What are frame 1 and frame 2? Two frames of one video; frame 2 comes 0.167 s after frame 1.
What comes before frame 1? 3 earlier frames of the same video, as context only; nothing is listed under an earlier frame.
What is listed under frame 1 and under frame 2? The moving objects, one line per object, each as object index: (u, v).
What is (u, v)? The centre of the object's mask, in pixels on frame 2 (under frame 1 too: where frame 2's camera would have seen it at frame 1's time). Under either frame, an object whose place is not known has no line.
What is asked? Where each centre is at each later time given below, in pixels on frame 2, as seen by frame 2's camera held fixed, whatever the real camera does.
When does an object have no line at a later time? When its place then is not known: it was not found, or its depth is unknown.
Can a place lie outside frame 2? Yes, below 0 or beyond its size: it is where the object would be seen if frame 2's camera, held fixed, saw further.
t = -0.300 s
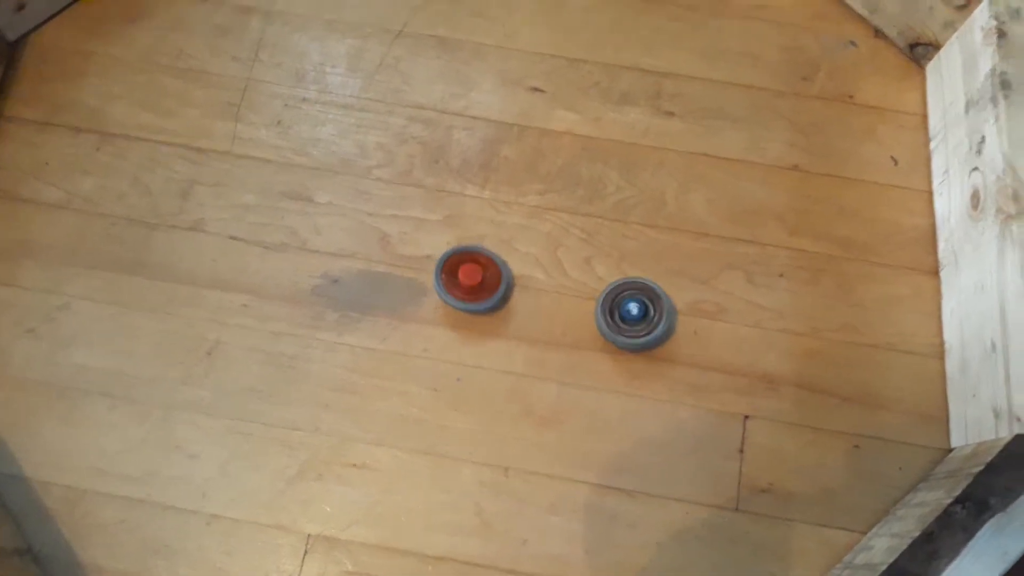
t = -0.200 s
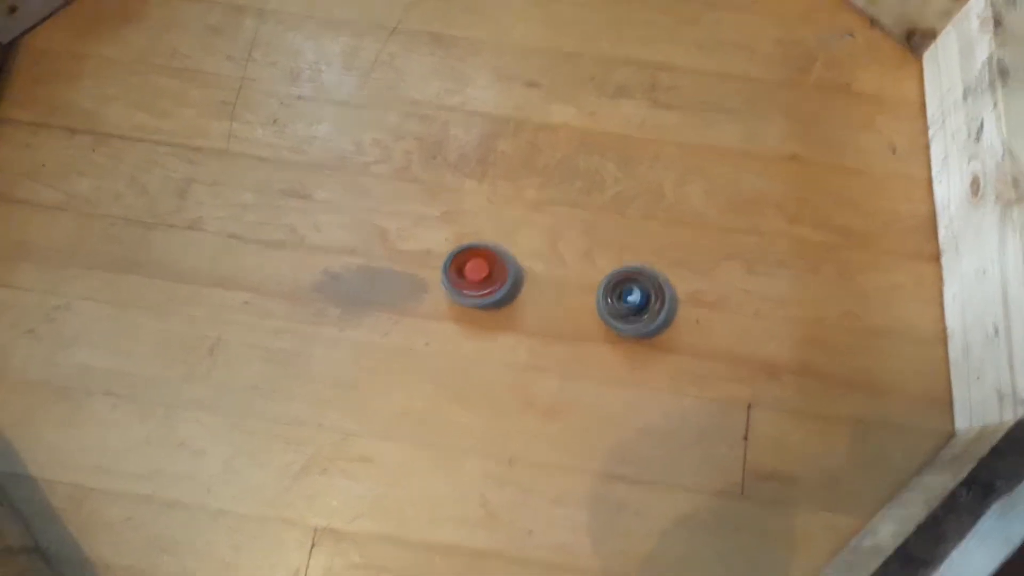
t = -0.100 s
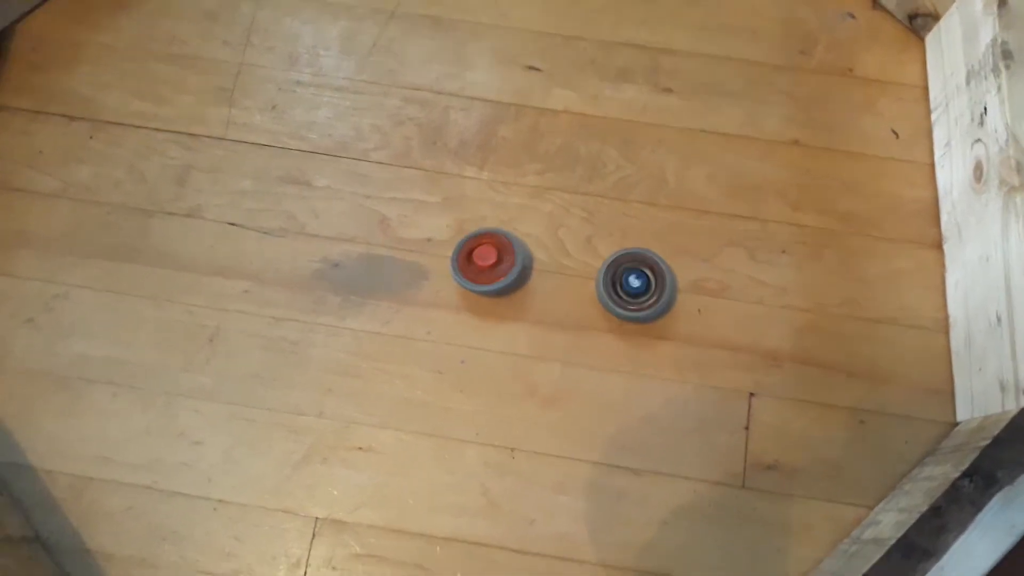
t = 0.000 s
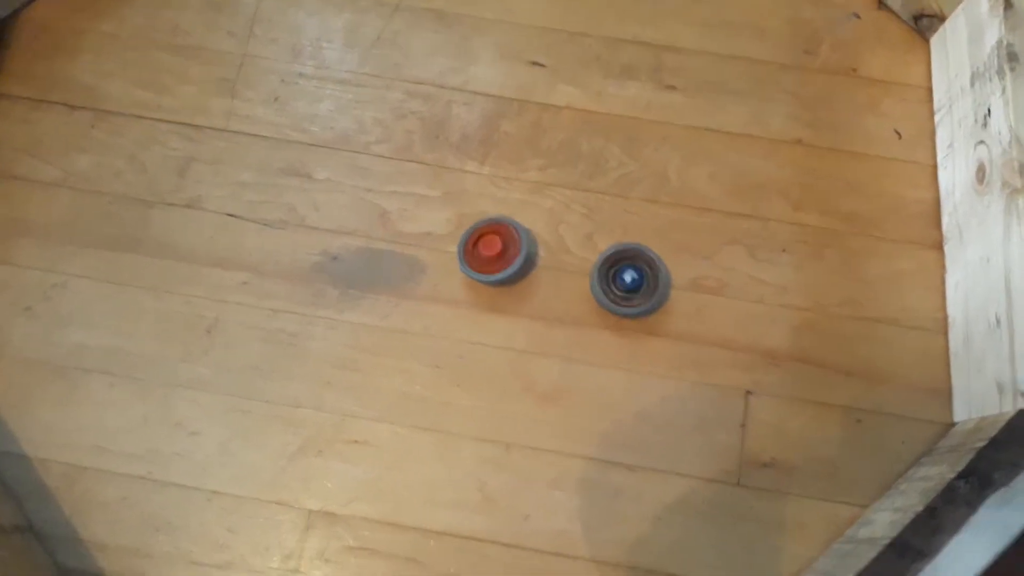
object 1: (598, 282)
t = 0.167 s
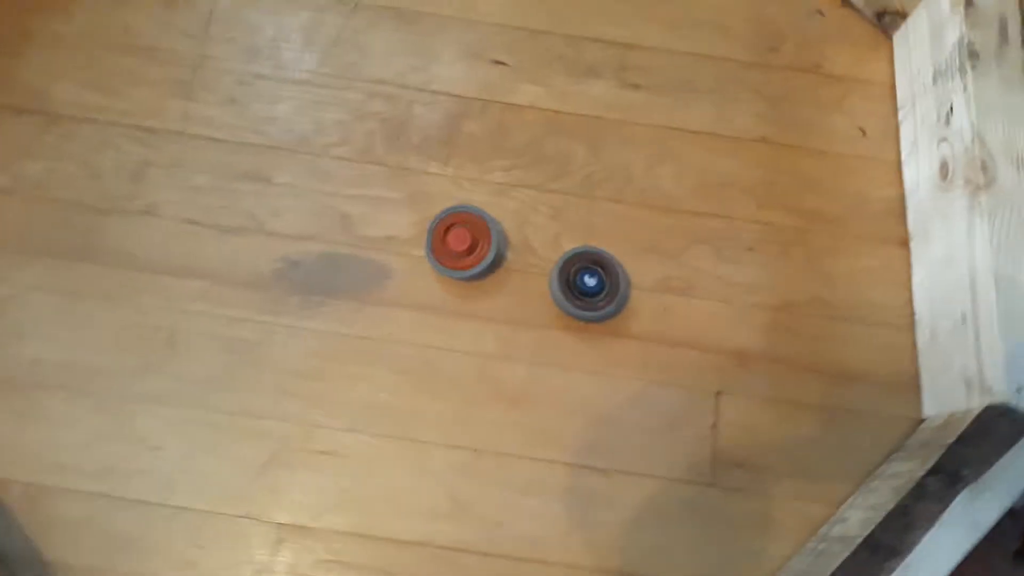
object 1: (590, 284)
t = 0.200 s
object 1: (589, 286)
